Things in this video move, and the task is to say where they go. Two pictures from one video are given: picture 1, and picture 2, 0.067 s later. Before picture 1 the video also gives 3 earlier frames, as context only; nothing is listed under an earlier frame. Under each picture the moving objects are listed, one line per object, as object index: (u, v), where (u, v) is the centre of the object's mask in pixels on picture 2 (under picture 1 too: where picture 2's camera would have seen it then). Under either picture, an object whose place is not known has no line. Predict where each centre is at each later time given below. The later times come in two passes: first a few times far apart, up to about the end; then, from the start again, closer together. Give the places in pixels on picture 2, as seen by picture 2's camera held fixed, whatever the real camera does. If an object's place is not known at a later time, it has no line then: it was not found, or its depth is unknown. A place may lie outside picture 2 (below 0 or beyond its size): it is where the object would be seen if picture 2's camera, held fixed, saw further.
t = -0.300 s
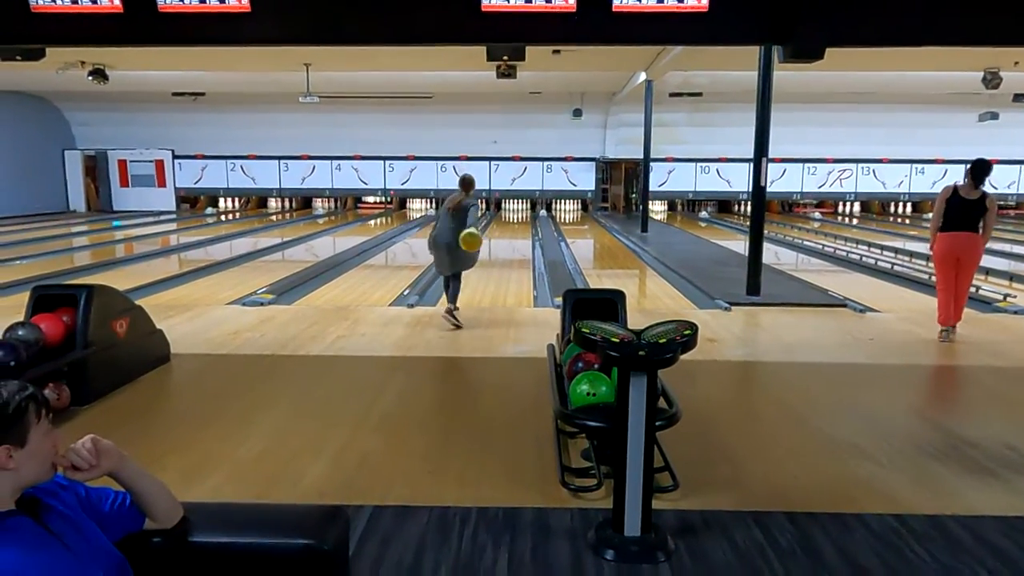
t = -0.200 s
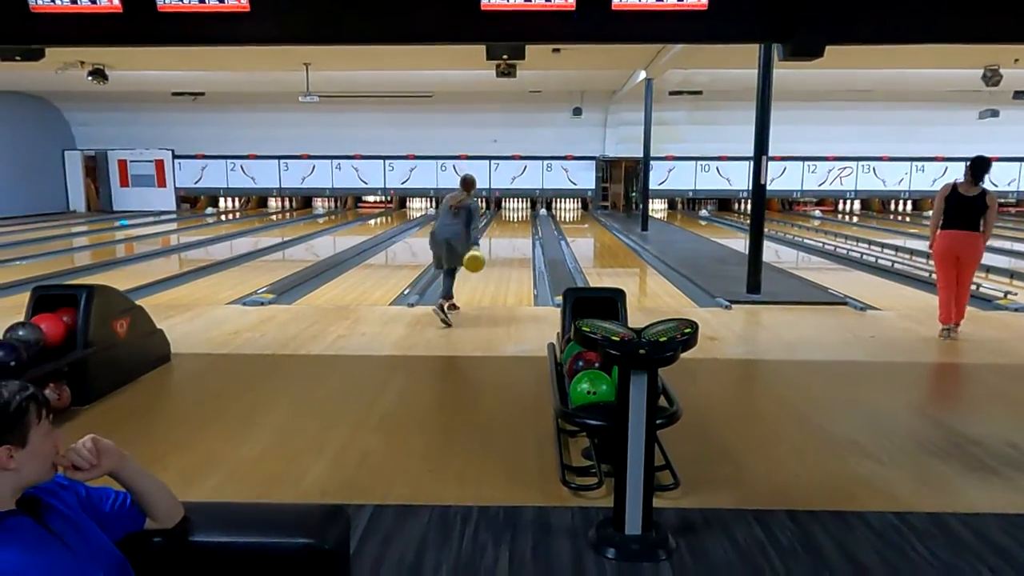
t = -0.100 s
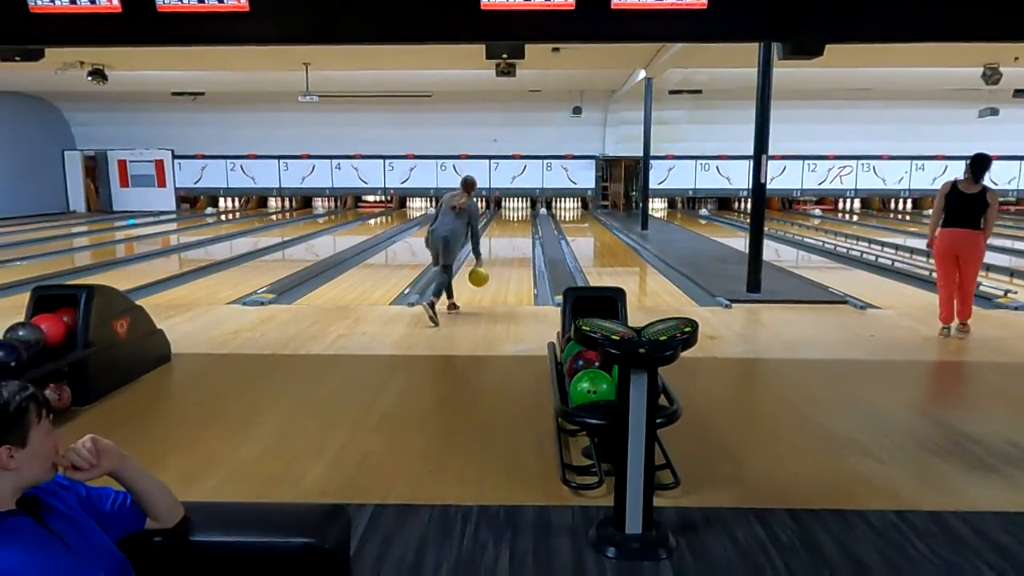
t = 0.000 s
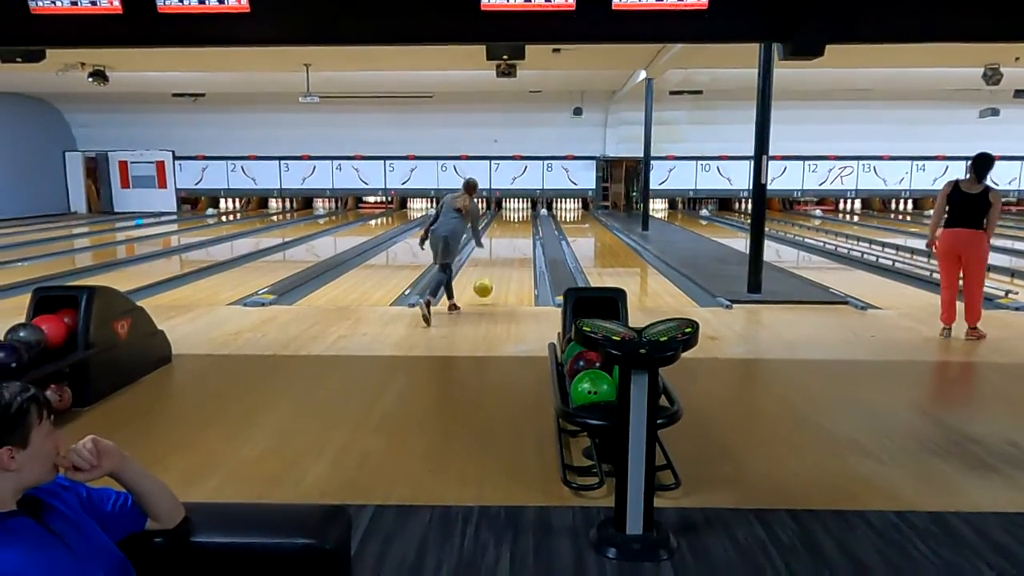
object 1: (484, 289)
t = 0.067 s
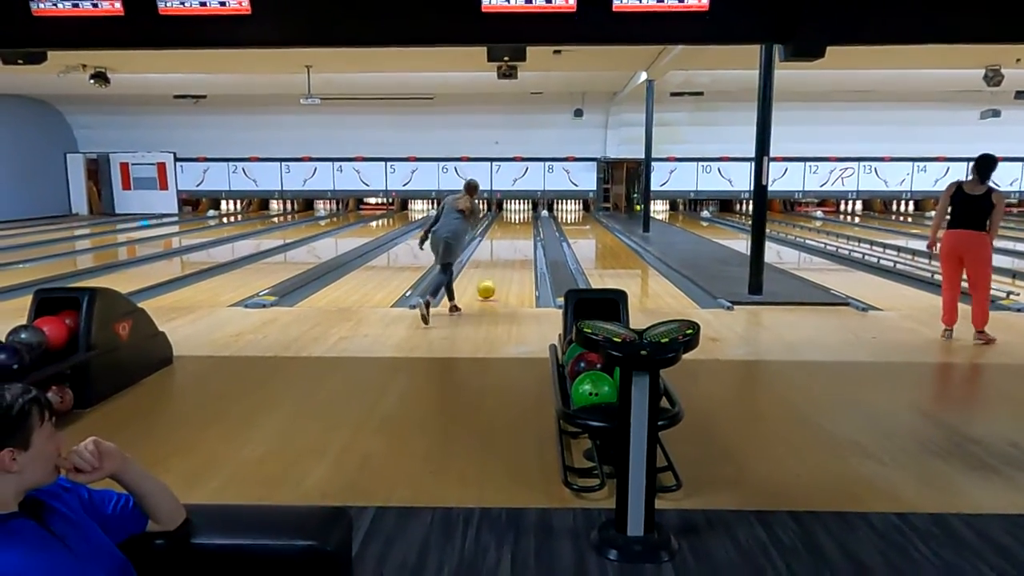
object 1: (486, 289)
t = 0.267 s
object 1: (491, 278)
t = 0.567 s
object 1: (498, 263)
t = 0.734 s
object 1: (500, 257)
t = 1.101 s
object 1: (505, 245)
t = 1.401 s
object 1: (508, 237)
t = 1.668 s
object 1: (510, 231)
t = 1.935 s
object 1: (512, 227)
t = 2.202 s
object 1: (514, 224)
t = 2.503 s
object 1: (515, 220)
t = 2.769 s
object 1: (516, 218)
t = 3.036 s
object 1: (517, 216)
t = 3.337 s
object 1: (517, 213)
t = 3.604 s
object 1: (517, 213)
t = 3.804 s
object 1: (516, 212)
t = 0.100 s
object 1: (487, 286)
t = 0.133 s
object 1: (488, 284)
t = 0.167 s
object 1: (489, 283)
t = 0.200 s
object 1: (490, 282)
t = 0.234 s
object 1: (491, 280)
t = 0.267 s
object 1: (491, 278)
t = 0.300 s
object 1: (492, 276)
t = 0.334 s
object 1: (493, 274)
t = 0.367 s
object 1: (494, 272)
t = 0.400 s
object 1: (494, 270)
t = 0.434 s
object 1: (495, 269)
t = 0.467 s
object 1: (496, 267)
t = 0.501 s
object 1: (496, 265)
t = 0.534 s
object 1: (497, 264)
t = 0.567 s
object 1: (498, 263)
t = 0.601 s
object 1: (498, 261)
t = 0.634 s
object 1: (499, 260)
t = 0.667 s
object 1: (499, 259)
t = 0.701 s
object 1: (500, 258)
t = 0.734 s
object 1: (500, 257)
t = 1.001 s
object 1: (504, 247)
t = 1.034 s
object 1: (504, 246)
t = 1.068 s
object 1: (505, 245)
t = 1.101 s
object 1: (505, 245)
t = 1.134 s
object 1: (505, 244)
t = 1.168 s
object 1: (506, 243)
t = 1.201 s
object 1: (507, 241)
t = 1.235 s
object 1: (507, 241)
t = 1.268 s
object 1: (507, 240)
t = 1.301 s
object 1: (507, 239)
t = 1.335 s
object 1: (508, 238)
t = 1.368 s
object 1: (508, 238)
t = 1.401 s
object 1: (508, 237)
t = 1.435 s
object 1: (508, 236)
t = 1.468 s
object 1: (509, 236)
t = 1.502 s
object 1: (509, 235)
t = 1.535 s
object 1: (509, 234)
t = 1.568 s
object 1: (509, 234)
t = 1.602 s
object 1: (510, 233)
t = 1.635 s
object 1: (510, 232)
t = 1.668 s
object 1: (510, 231)
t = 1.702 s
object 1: (511, 230)
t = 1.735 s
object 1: (511, 230)
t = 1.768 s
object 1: (511, 230)
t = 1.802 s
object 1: (511, 229)
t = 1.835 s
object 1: (512, 229)
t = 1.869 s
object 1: (512, 228)
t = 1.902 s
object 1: (512, 228)
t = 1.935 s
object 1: (512, 227)
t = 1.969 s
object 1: (512, 227)
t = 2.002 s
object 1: (513, 227)
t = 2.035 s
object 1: (513, 226)
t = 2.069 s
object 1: (513, 226)
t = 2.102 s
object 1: (513, 225)
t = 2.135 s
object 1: (514, 225)
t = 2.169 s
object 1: (514, 224)
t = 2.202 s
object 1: (514, 224)
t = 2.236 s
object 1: (514, 223)
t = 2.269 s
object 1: (514, 223)
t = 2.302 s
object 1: (514, 222)
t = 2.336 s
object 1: (515, 222)
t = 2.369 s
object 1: (515, 221)
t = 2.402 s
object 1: (515, 221)
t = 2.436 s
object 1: (515, 221)
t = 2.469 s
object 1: (515, 221)
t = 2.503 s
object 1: (515, 220)
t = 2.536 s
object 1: (515, 220)
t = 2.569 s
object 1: (515, 220)
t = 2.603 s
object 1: (515, 219)
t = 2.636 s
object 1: (515, 219)
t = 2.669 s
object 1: (516, 219)
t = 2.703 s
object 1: (516, 219)
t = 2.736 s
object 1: (516, 218)
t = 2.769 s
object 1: (516, 218)
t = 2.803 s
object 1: (516, 217)
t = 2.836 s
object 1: (516, 217)
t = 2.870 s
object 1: (516, 217)
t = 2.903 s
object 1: (516, 217)
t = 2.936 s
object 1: (516, 216)
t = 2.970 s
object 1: (517, 216)
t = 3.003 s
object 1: (516, 216)
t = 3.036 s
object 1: (517, 216)
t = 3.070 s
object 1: (517, 216)
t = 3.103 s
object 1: (517, 216)
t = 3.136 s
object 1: (517, 216)
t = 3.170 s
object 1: (517, 216)
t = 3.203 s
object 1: (517, 216)
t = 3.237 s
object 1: (517, 216)
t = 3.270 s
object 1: (517, 213)
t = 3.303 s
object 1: (517, 213)
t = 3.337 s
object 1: (517, 213)
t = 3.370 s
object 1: (518, 214)
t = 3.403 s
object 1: (517, 214)
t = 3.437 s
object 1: (517, 214)
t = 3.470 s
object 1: (517, 214)
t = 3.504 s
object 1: (517, 214)
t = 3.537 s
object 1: (517, 214)
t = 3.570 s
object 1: (517, 213)
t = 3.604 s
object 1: (517, 213)
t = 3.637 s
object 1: (517, 213)
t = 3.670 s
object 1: (517, 213)
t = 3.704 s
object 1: (517, 213)
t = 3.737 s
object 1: (516, 213)
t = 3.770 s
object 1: (516, 213)
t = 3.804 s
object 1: (516, 212)
